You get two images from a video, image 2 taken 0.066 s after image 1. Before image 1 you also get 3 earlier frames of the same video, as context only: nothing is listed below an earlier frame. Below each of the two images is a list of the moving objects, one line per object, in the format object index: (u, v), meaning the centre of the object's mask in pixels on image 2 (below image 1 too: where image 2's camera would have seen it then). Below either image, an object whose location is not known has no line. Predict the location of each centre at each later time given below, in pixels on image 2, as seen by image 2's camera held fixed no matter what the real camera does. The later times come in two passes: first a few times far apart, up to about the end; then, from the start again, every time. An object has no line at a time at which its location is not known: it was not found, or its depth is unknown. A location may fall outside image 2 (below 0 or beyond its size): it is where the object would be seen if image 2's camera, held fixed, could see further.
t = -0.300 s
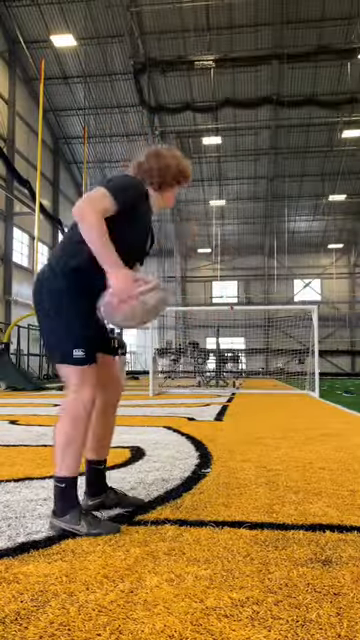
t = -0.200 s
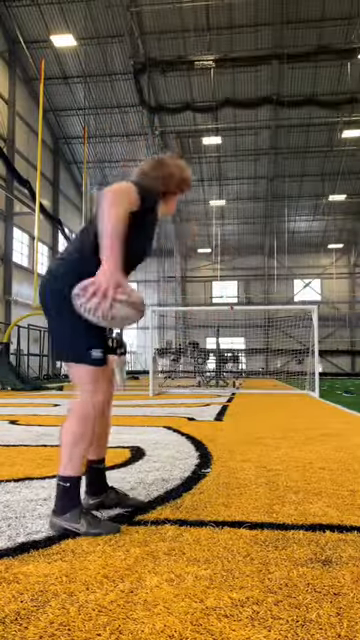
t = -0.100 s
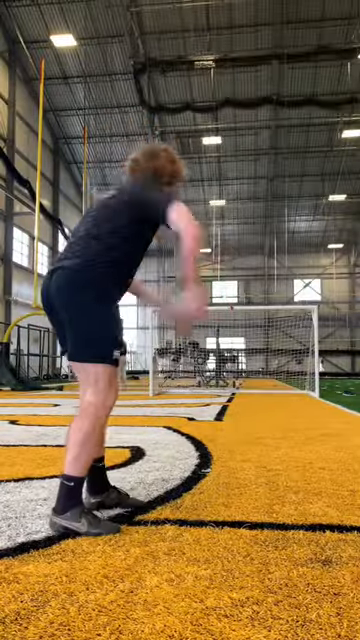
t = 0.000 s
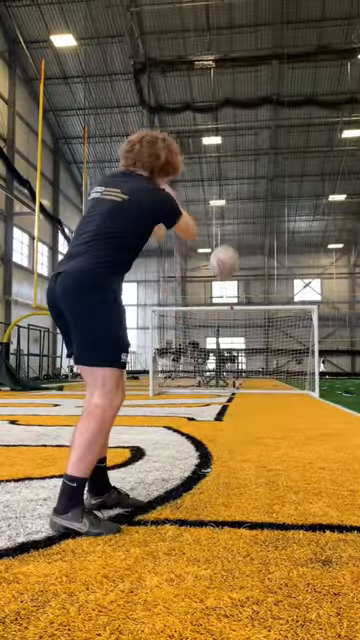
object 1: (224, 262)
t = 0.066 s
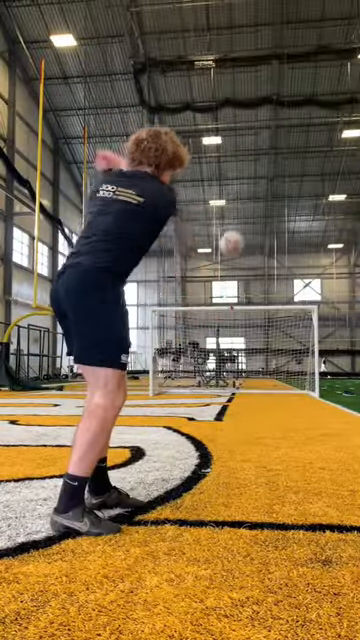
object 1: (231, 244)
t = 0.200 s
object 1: (241, 232)
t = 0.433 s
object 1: (251, 250)
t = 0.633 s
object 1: (252, 277)
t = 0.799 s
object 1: (255, 301)
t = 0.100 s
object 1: (234, 239)
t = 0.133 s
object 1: (237, 236)
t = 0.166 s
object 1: (240, 233)
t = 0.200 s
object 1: (241, 232)
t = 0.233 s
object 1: (242, 233)
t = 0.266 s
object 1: (246, 235)
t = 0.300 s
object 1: (247, 238)
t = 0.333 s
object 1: (248, 241)
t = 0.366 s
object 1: (249, 244)
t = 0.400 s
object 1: (250, 247)
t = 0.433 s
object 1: (251, 250)
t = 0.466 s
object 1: (251, 254)
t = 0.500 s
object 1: (251, 258)
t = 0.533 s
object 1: (252, 262)
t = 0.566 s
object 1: (252, 267)
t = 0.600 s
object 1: (252, 272)
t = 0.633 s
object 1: (252, 277)
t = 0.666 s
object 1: (252, 282)
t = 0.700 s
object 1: (252, 287)
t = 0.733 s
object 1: (253, 292)
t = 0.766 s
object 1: (253, 299)
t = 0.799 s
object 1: (255, 301)
